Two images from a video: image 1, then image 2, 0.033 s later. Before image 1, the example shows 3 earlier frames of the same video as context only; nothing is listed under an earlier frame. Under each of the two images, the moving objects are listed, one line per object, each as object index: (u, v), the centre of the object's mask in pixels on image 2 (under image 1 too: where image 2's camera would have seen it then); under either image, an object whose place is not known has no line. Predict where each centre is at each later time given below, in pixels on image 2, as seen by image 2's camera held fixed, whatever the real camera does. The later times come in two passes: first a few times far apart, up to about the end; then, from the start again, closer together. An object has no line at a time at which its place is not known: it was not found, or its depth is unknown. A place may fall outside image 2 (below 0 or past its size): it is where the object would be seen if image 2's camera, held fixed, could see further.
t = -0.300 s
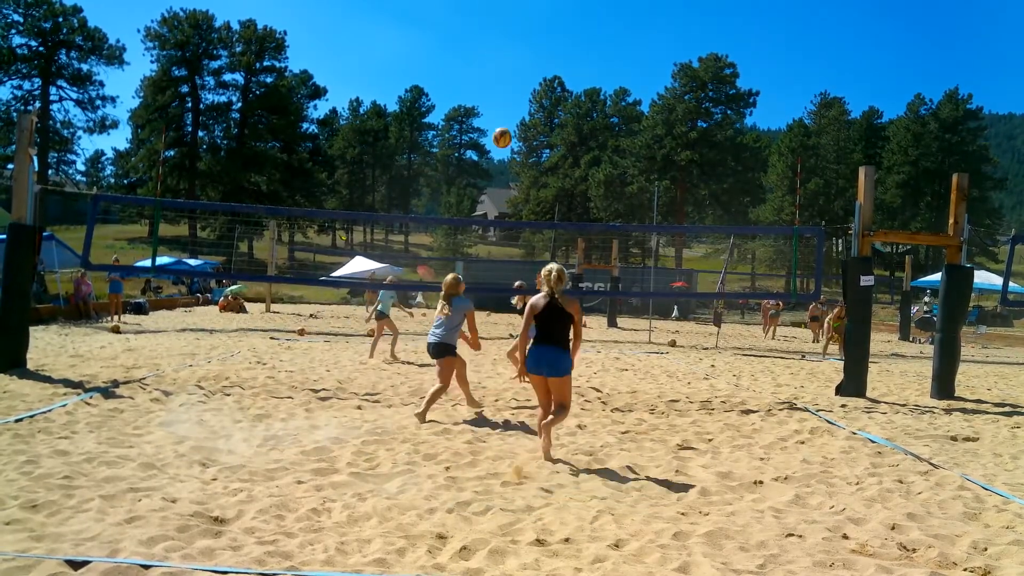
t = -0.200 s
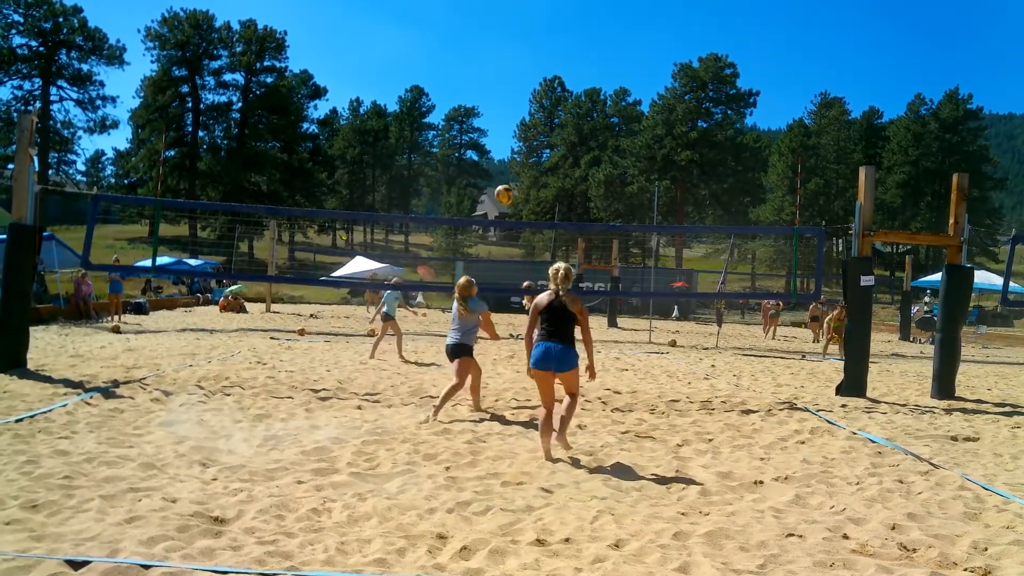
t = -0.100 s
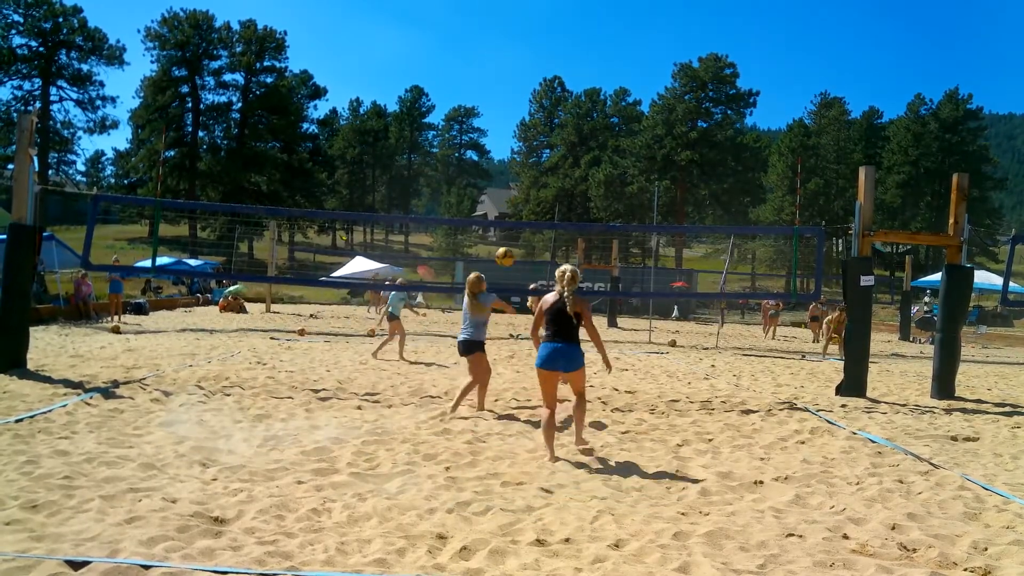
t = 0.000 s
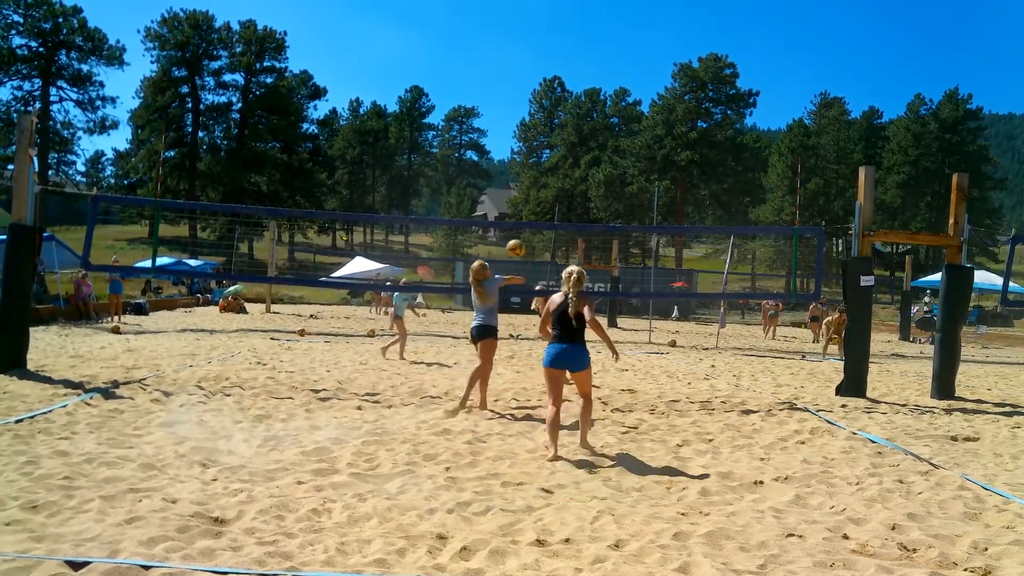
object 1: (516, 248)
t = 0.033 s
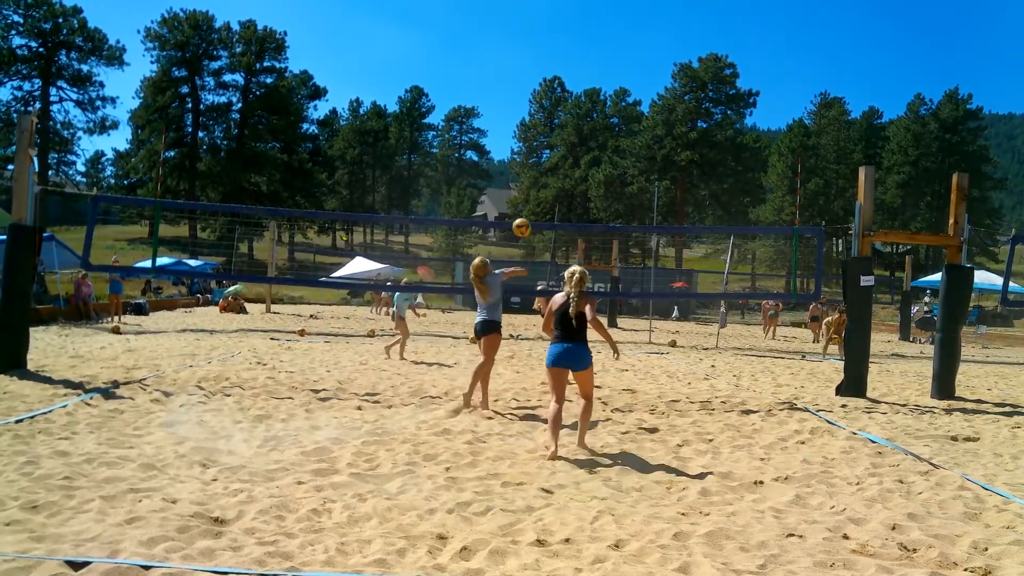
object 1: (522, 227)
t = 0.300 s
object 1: (565, 90)
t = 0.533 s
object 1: (599, 20)
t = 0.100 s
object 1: (534, 187)
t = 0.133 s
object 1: (539, 168)
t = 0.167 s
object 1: (544, 151)
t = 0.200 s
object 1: (550, 134)
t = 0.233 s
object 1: (555, 118)
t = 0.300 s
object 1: (565, 90)
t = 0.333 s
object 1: (571, 77)
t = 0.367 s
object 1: (576, 65)
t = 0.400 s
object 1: (581, 54)
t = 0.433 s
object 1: (586, 44)
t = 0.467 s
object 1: (590, 35)
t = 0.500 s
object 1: (595, 28)
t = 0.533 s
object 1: (599, 20)
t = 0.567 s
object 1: (604, 14)
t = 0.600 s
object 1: (609, 9)
